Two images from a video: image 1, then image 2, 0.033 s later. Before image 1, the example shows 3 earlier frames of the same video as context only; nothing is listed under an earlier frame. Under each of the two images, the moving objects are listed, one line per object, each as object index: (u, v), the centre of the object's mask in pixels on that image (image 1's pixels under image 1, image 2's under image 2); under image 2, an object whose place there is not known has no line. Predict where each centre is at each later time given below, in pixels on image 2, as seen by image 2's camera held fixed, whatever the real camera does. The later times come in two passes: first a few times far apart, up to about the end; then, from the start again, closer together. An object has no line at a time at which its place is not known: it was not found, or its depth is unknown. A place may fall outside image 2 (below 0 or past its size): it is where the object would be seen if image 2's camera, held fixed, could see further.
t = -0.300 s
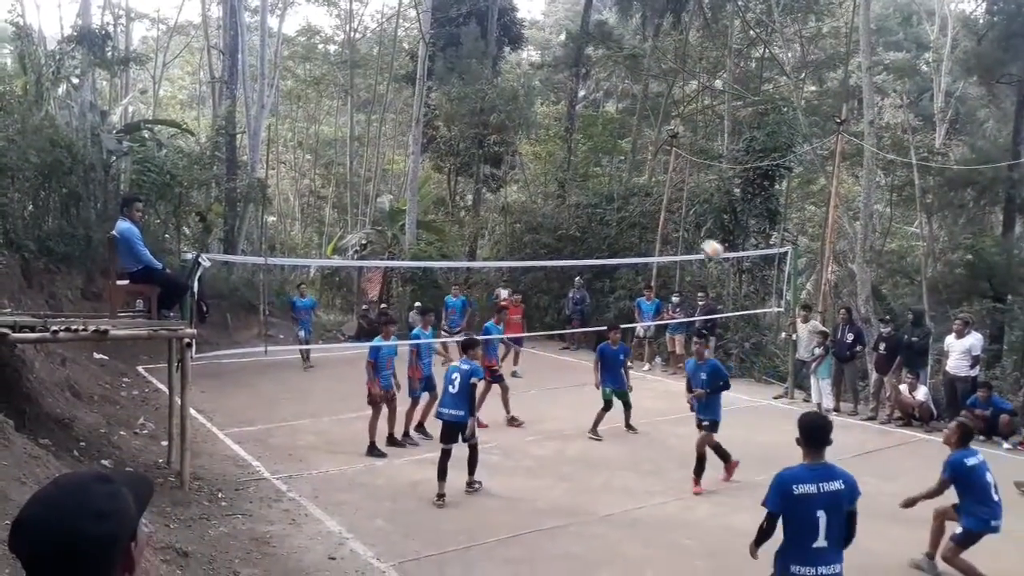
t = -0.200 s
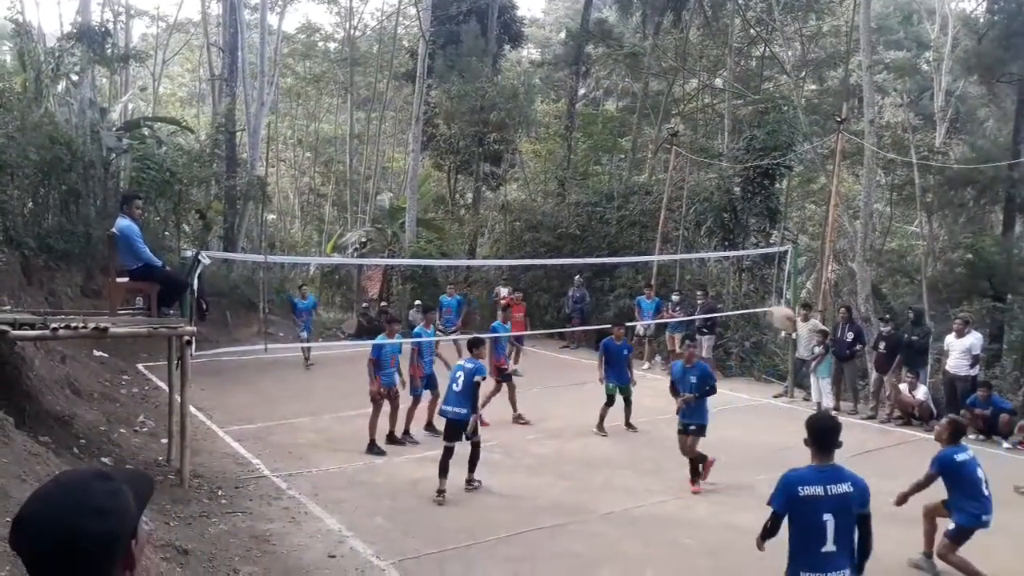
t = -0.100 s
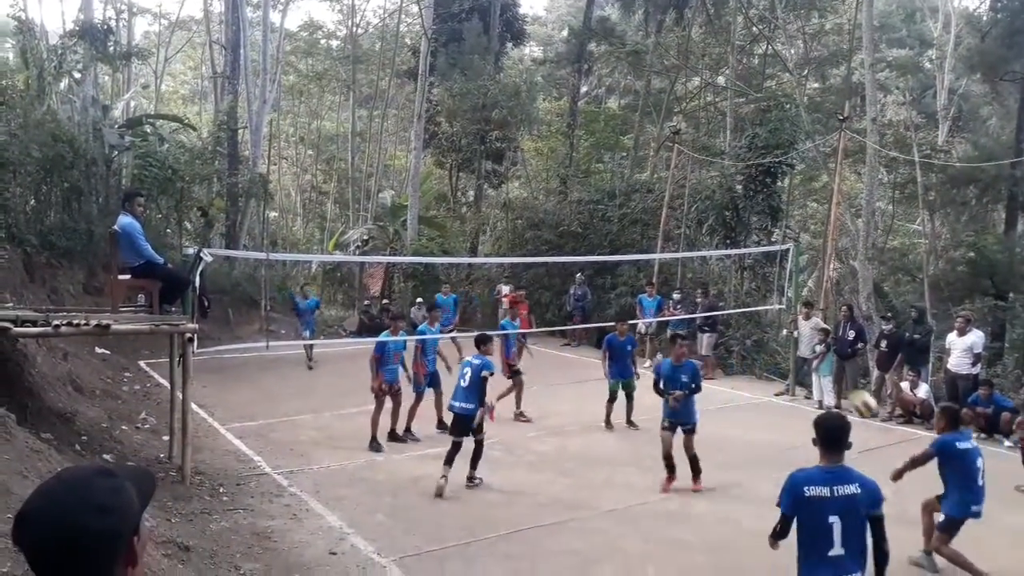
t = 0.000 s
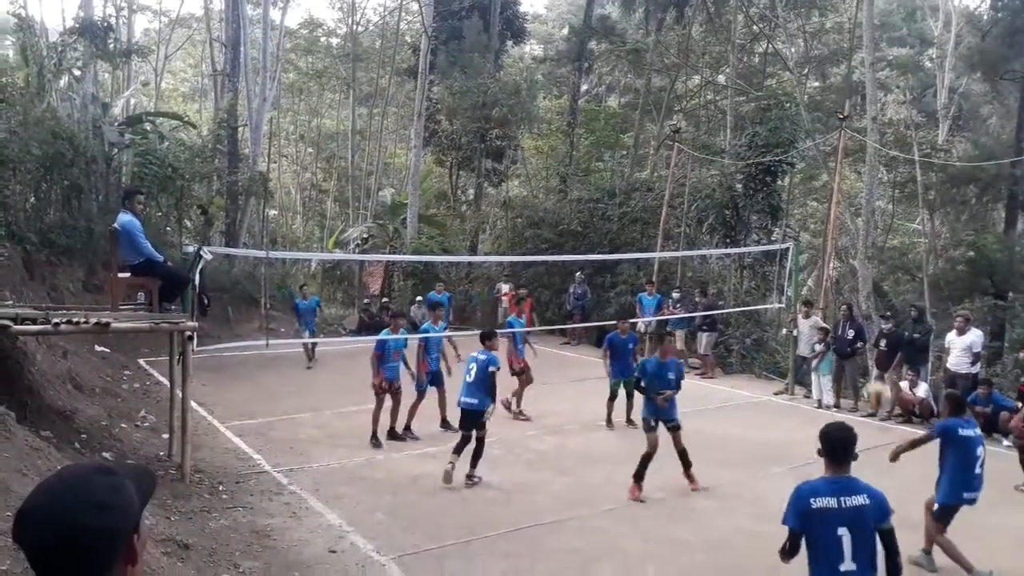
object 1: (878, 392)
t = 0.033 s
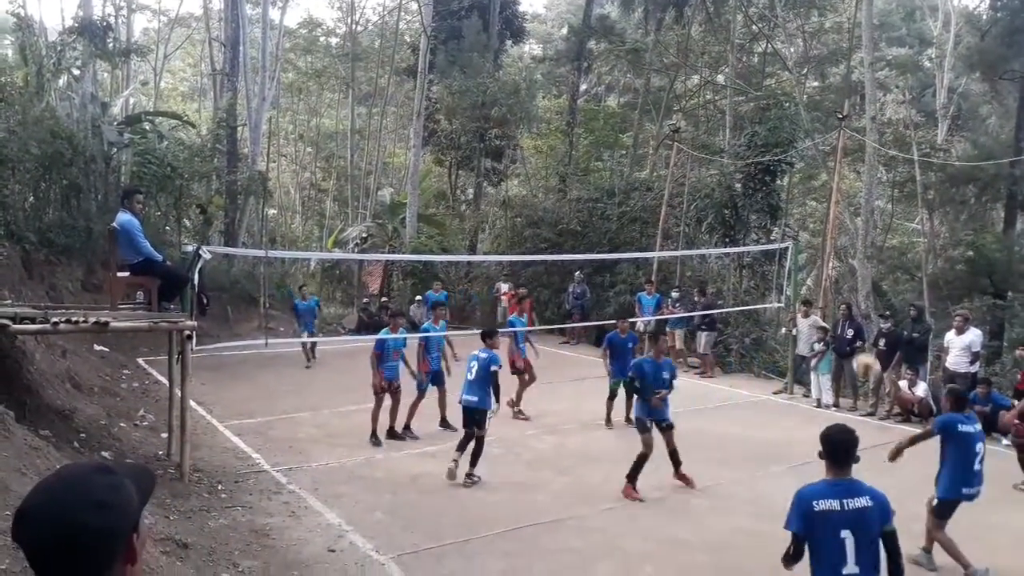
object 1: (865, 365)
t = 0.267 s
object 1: (798, 224)
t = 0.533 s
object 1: (734, 153)
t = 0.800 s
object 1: (677, 154)
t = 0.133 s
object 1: (836, 296)
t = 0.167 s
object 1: (823, 274)
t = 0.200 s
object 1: (816, 258)
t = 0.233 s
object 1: (809, 239)
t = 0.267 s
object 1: (798, 224)
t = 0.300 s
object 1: (790, 210)
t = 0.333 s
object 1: (781, 200)
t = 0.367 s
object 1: (774, 190)
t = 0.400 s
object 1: (766, 179)
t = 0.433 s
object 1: (757, 171)
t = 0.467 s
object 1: (750, 164)
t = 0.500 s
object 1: (742, 157)
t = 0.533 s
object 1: (734, 153)
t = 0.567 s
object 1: (727, 149)
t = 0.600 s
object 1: (719, 146)
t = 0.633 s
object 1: (712, 146)
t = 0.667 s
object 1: (707, 146)
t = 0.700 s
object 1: (698, 147)
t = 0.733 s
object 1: (691, 149)
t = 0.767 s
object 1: (684, 150)
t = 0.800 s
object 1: (677, 154)
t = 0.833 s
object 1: (671, 159)
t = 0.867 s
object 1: (664, 165)
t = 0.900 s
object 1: (658, 172)
